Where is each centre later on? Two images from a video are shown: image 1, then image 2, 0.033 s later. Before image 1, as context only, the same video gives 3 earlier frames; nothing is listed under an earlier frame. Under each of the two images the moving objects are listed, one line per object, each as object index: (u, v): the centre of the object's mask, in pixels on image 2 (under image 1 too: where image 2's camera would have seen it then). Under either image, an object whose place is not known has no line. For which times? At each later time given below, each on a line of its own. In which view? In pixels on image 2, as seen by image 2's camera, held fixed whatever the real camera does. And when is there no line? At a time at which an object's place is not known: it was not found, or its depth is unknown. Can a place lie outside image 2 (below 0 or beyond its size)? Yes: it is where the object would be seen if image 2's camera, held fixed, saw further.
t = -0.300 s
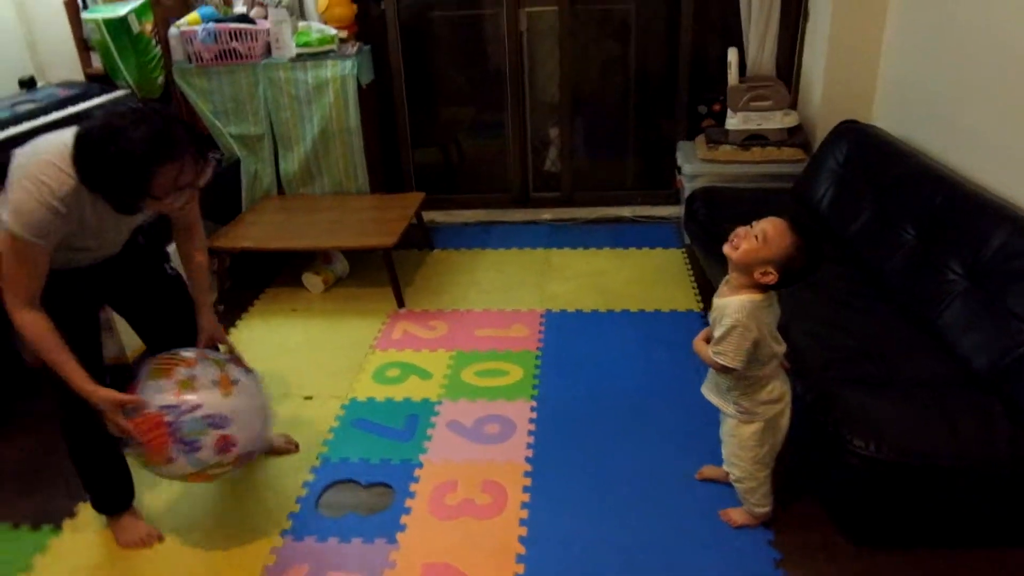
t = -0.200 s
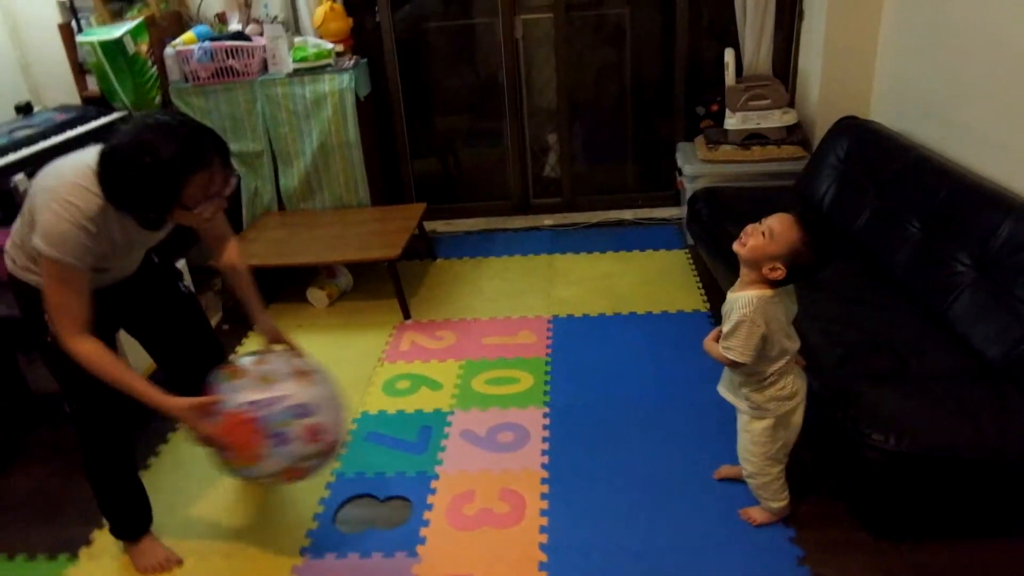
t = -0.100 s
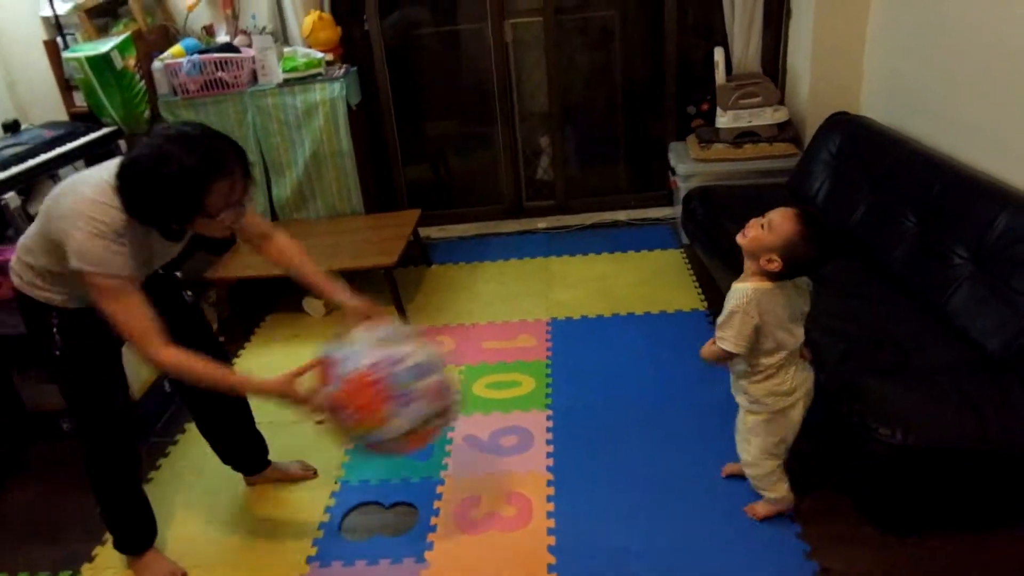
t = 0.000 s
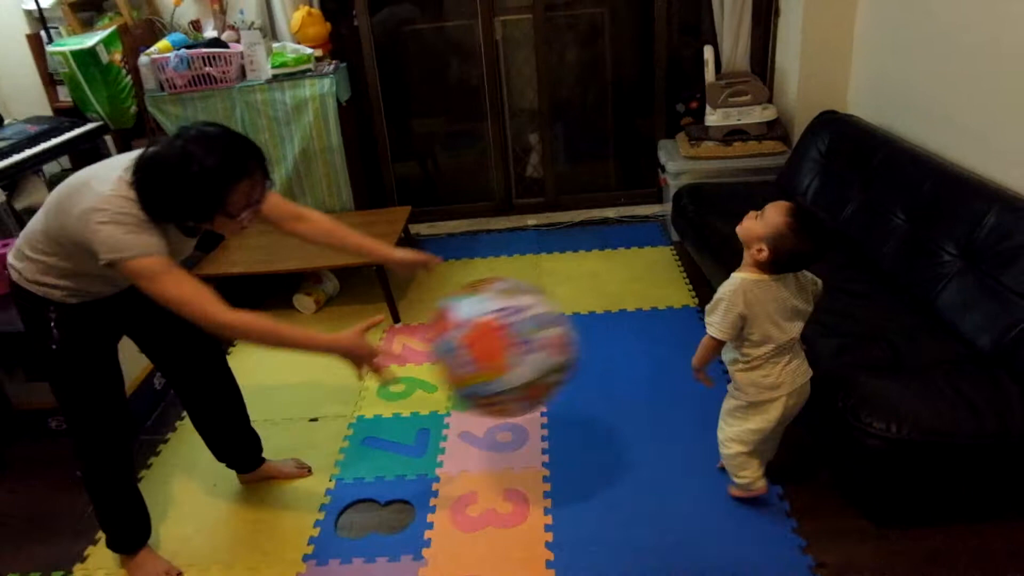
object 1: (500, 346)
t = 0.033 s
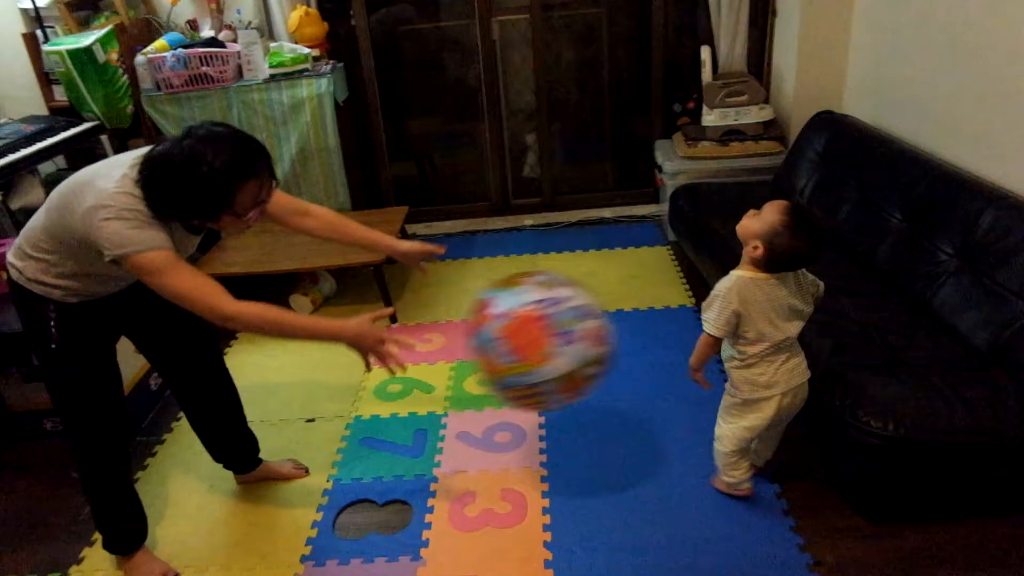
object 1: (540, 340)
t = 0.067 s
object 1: (579, 337)
